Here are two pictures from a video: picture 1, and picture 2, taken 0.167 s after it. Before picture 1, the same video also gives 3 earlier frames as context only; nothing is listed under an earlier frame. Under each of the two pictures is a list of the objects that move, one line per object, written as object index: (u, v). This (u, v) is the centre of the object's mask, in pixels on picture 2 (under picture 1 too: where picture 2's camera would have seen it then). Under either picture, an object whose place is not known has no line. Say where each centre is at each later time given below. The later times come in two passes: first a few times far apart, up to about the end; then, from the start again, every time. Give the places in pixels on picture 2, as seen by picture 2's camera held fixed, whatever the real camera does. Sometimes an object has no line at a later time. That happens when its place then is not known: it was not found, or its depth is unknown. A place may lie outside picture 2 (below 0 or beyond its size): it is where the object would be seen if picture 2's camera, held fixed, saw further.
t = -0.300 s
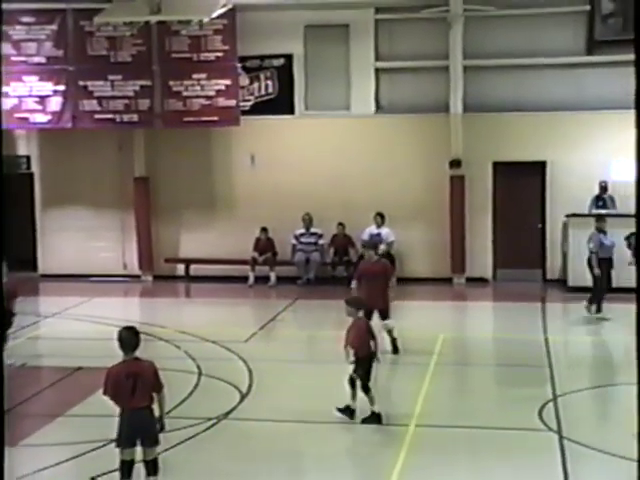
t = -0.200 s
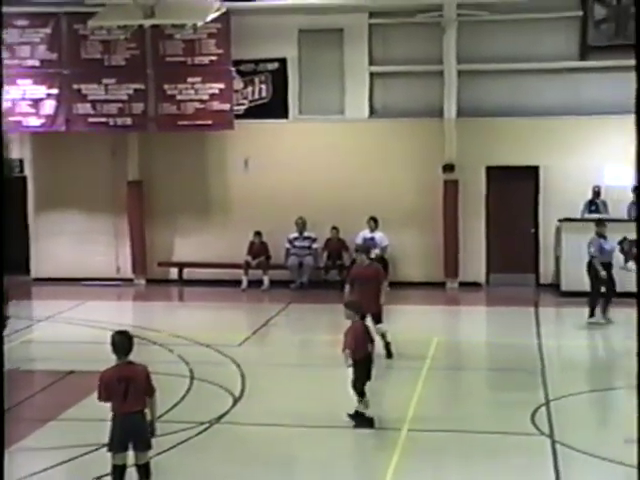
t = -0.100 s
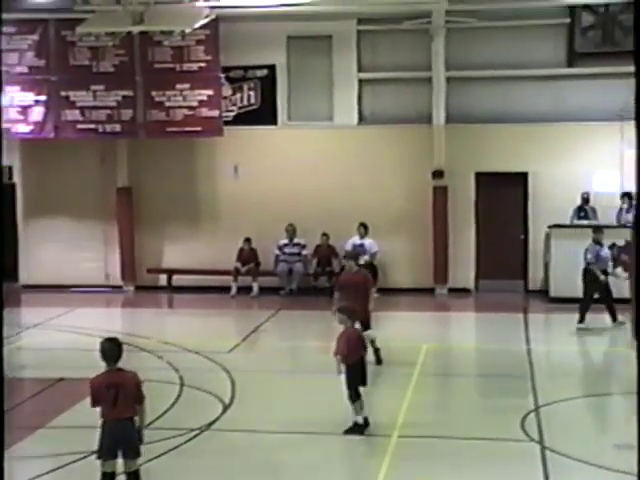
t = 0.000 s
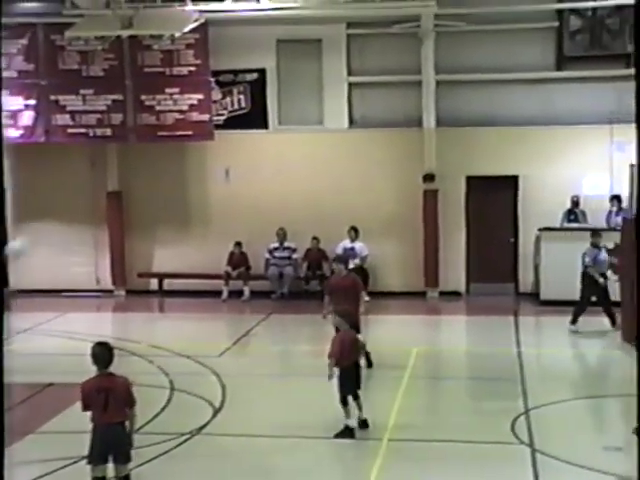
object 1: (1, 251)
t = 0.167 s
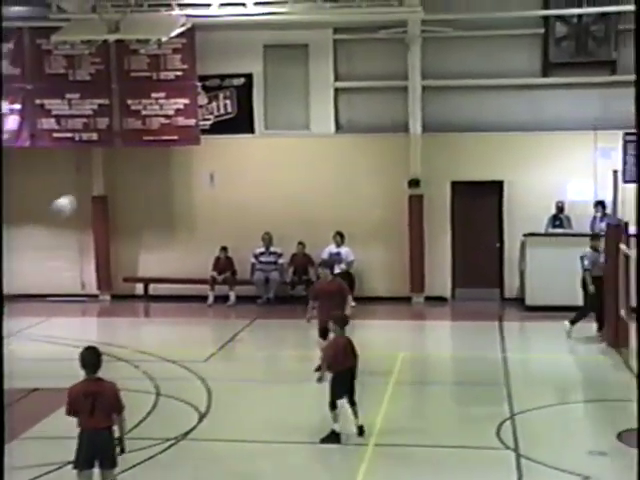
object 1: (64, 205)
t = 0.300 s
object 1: (113, 188)
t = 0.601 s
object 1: (213, 202)
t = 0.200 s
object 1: (77, 199)
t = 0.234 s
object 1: (89, 194)
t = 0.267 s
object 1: (101, 190)
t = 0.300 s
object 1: (113, 188)
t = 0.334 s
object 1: (124, 185)
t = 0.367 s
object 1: (137, 184)
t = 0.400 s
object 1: (147, 185)
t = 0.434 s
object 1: (159, 185)
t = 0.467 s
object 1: (170, 187)
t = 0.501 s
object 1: (181, 189)
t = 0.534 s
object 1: (192, 192)
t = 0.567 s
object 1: (204, 197)
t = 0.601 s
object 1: (213, 202)
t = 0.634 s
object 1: (225, 208)
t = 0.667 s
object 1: (235, 215)
